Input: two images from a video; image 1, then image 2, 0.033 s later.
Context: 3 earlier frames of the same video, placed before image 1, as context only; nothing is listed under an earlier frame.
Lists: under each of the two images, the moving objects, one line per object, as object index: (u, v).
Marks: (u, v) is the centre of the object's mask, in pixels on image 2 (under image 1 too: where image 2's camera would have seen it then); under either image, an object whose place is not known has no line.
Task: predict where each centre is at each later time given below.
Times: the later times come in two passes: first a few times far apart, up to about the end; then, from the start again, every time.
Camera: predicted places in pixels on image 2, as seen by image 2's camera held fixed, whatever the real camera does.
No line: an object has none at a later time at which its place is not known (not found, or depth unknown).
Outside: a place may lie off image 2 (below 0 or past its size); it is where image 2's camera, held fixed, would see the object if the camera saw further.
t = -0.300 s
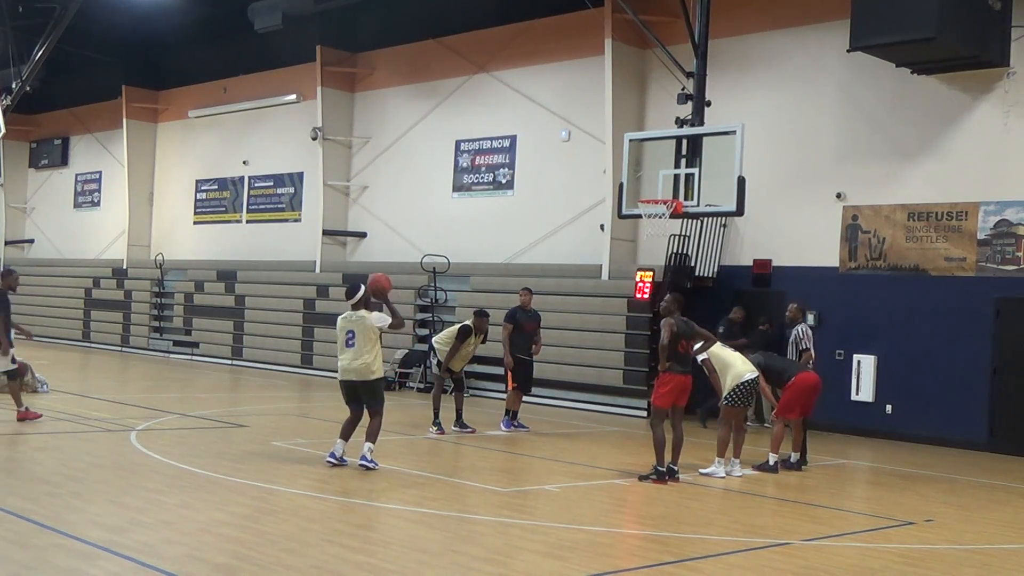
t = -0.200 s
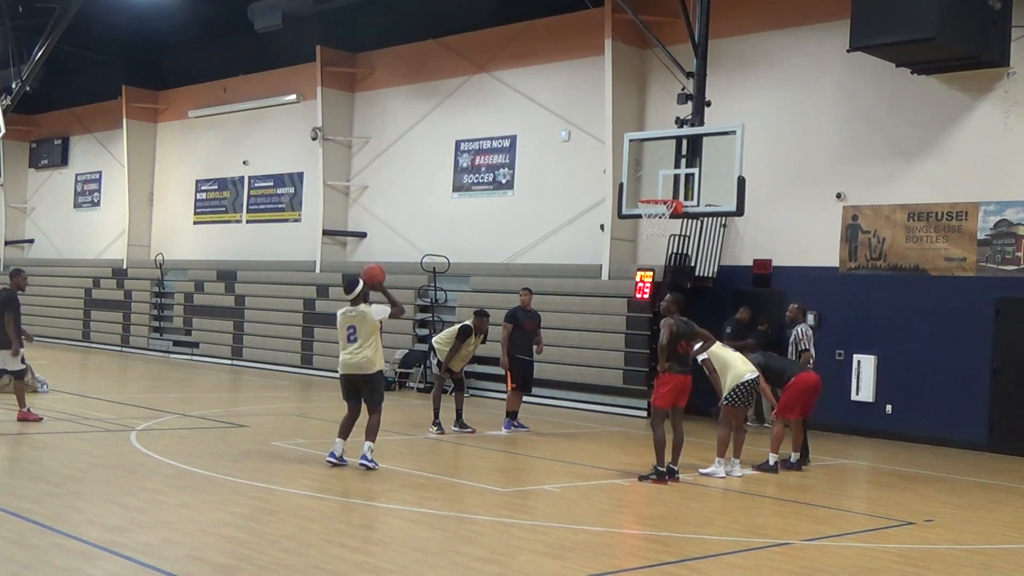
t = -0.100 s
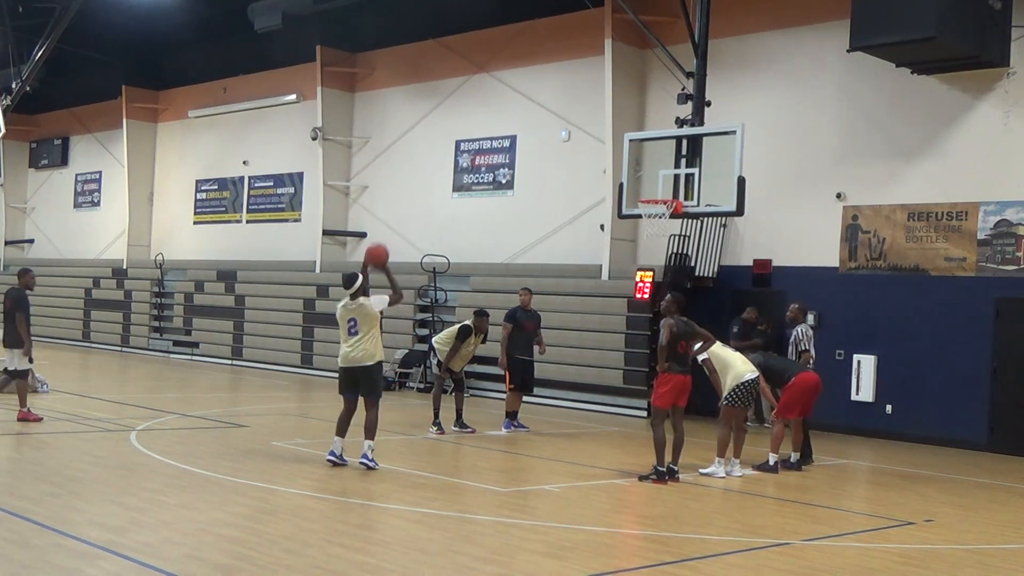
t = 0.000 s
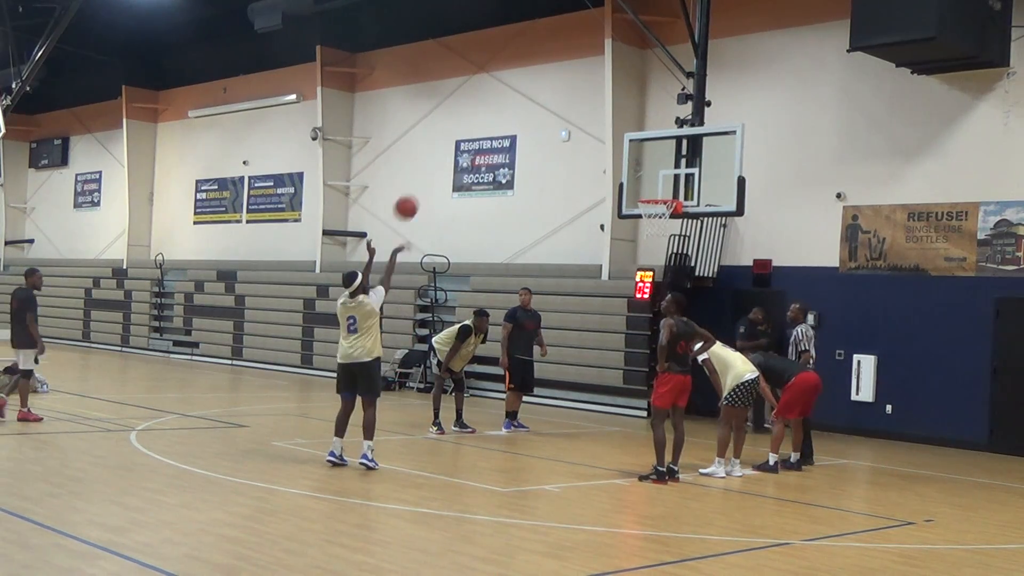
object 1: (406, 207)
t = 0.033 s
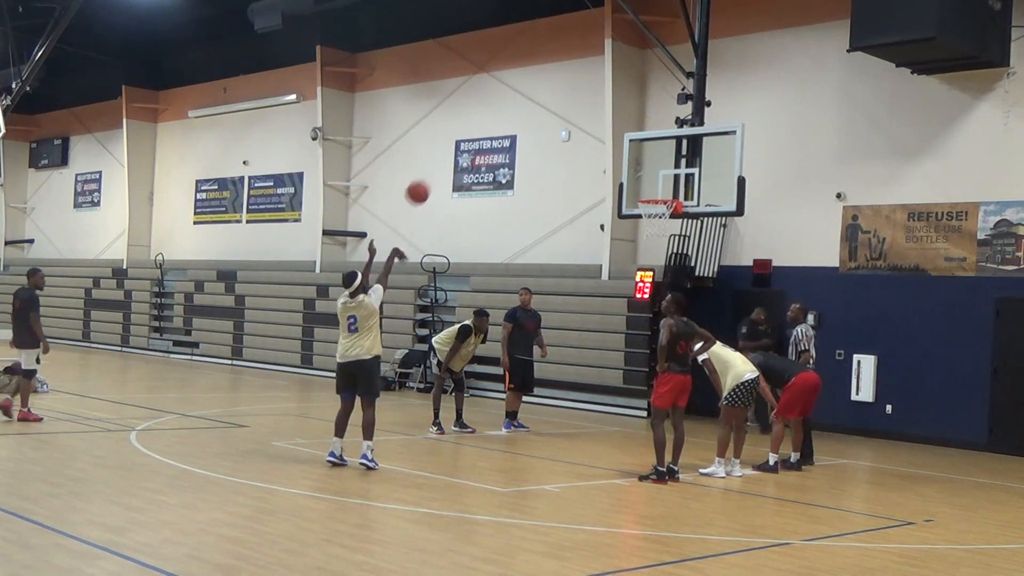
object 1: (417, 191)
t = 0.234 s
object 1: (482, 129)
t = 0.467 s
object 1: (548, 107)
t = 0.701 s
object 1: (603, 132)
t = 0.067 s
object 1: (429, 178)
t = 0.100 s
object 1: (440, 166)
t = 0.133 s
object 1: (450, 155)
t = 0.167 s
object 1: (462, 145)
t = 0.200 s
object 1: (472, 136)
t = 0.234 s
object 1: (482, 129)
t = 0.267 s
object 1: (492, 123)
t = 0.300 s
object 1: (502, 118)
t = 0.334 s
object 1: (511, 114)
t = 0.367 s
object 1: (521, 111)
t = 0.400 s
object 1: (530, 109)
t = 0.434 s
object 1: (539, 107)
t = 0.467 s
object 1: (548, 107)
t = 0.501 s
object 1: (556, 108)
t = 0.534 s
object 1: (564, 110)
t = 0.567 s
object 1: (573, 112)
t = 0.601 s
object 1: (580, 116)
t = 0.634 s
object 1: (588, 120)
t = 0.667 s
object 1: (596, 125)
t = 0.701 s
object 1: (603, 132)
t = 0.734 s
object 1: (611, 138)
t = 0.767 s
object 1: (618, 146)
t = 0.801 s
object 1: (625, 154)
